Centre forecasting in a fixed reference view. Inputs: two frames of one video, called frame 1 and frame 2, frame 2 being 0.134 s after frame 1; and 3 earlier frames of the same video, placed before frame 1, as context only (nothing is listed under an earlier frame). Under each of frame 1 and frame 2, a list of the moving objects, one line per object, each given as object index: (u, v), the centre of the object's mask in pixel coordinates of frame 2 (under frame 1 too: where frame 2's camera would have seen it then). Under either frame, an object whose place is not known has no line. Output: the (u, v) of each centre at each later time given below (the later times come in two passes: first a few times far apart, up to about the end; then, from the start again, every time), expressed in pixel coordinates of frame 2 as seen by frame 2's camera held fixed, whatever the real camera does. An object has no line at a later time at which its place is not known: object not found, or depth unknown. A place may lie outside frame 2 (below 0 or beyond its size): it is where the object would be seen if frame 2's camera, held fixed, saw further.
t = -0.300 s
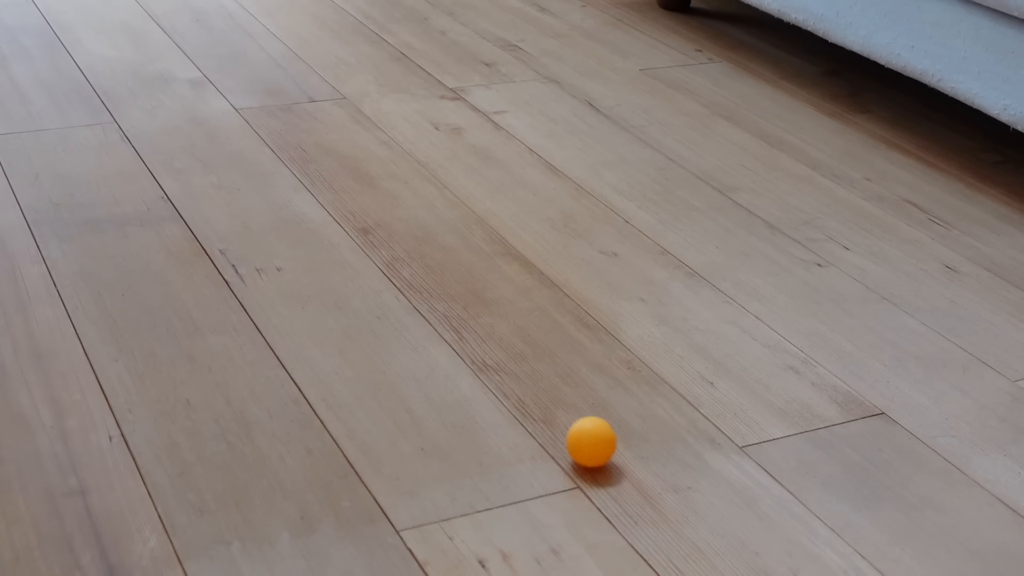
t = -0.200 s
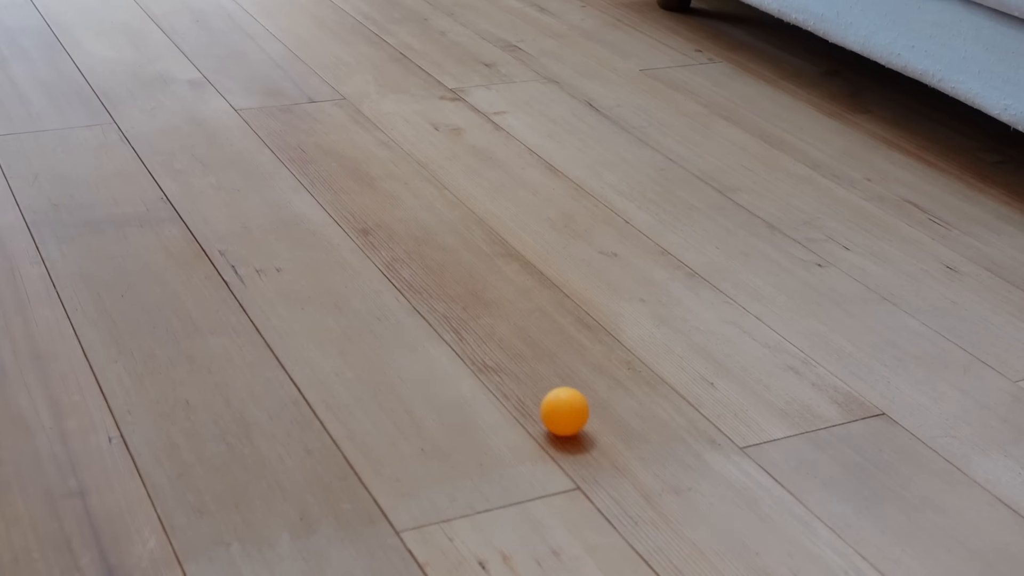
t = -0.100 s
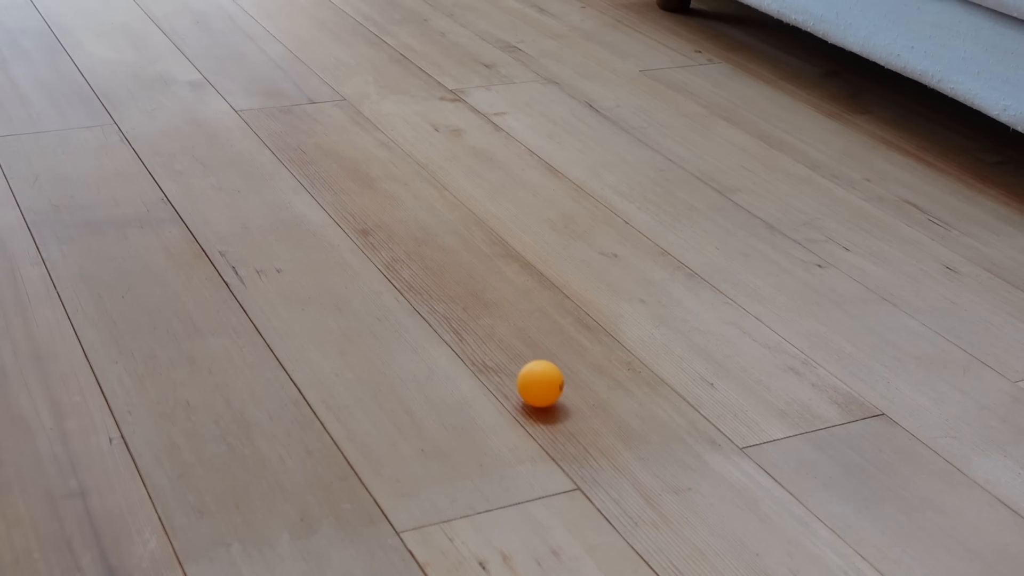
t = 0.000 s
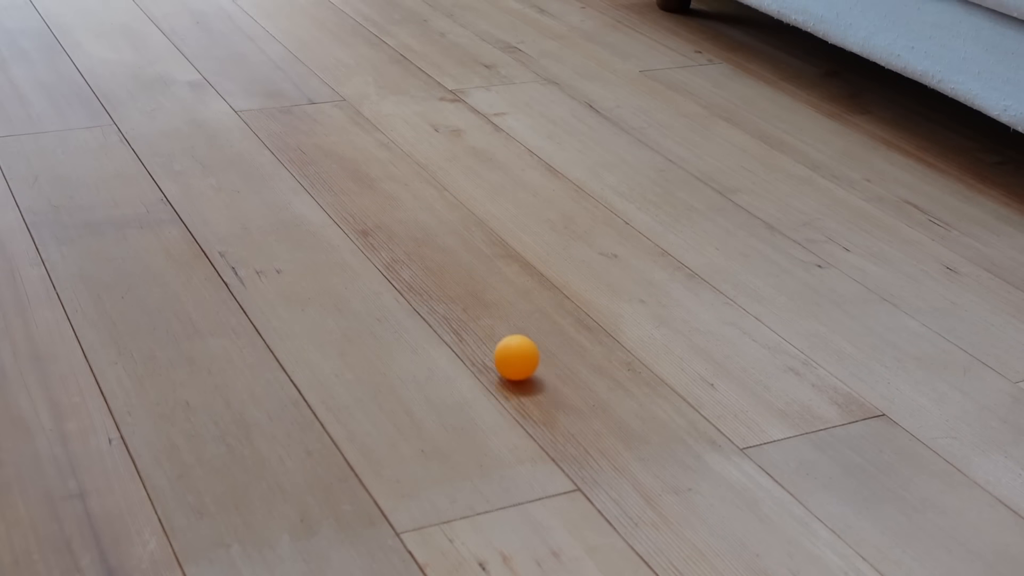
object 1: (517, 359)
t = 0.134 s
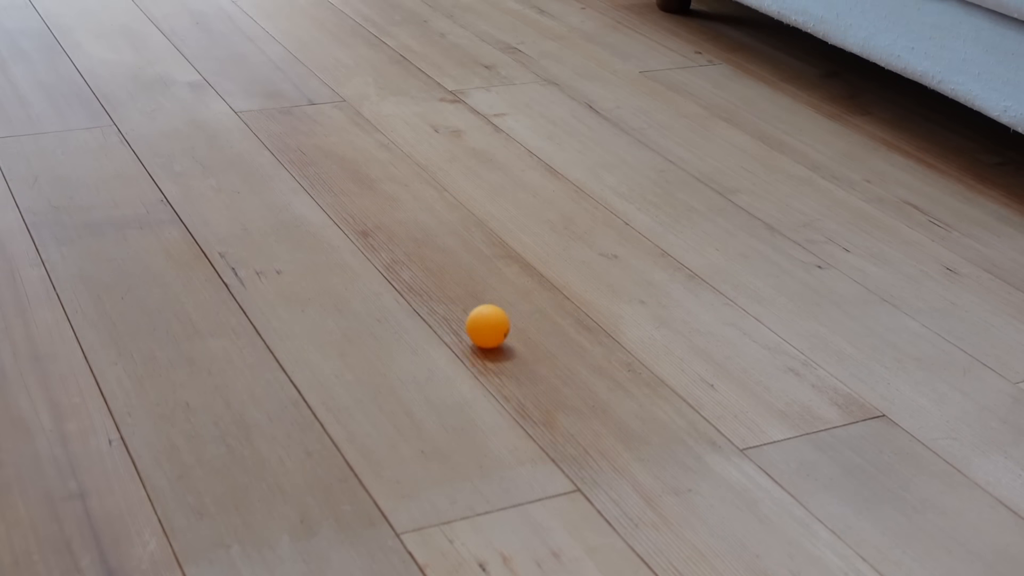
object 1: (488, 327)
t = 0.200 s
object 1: (476, 310)
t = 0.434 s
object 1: (437, 262)
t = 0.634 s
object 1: (407, 227)
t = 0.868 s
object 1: (377, 191)
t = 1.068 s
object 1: (355, 163)
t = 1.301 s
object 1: (333, 135)
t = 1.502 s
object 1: (316, 113)
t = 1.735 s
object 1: (296, 92)
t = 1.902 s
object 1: (282, 78)
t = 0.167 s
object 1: (482, 318)
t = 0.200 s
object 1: (476, 310)
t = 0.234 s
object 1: (469, 303)
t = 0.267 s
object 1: (464, 296)
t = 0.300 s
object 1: (458, 289)
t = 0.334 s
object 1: (453, 283)
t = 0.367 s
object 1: (447, 276)
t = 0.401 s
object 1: (442, 269)
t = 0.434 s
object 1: (437, 262)
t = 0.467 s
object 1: (431, 256)
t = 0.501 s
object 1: (426, 250)
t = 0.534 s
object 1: (421, 244)
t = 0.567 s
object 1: (416, 238)
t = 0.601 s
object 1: (411, 233)
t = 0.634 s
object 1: (407, 227)
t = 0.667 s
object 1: (402, 221)
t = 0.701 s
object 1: (398, 216)
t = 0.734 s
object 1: (394, 210)
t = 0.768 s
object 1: (389, 205)
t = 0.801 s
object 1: (385, 200)
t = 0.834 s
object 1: (381, 195)
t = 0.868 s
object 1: (377, 191)
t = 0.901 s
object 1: (374, 186)
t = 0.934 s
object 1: (370, 181)
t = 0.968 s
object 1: (367, 176)
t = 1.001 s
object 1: (363, 172)
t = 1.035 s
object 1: (359, 167)
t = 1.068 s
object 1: (355, 163)
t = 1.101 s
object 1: (352, 159)
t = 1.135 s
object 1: (349, 155)
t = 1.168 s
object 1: (346, 150)
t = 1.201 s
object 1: (343, 146)
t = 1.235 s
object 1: (340, 142)
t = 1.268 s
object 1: (337, 139)
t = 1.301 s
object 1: (333, 135)
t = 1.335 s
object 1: (330, 131)
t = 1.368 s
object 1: (327, 127)
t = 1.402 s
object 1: (324, 124)
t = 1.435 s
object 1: (322, 120)
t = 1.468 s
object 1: (319, 117)
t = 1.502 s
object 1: (316, 113)
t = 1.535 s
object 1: (313, 110)
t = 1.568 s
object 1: (310, 107)
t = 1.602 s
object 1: (308, 104)
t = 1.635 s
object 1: (305, 101)
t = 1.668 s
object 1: (302, 98)
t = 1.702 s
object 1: (299, 95)
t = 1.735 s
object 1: (296, 92)
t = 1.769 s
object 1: (293, 89)
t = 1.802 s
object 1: (291, 86)
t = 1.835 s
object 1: (288, 83)
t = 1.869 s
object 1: (285, 81)
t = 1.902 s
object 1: (282, 78)
